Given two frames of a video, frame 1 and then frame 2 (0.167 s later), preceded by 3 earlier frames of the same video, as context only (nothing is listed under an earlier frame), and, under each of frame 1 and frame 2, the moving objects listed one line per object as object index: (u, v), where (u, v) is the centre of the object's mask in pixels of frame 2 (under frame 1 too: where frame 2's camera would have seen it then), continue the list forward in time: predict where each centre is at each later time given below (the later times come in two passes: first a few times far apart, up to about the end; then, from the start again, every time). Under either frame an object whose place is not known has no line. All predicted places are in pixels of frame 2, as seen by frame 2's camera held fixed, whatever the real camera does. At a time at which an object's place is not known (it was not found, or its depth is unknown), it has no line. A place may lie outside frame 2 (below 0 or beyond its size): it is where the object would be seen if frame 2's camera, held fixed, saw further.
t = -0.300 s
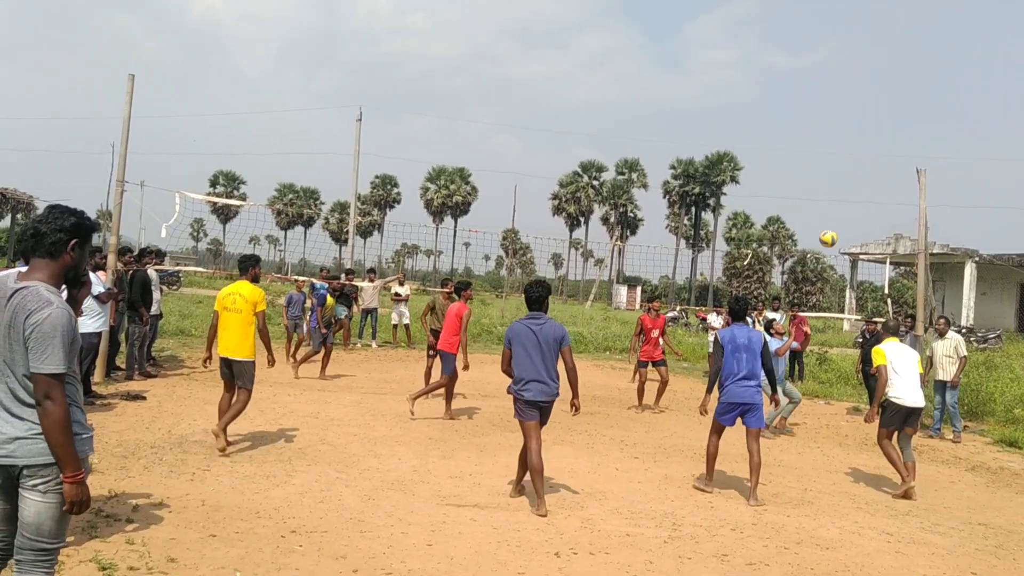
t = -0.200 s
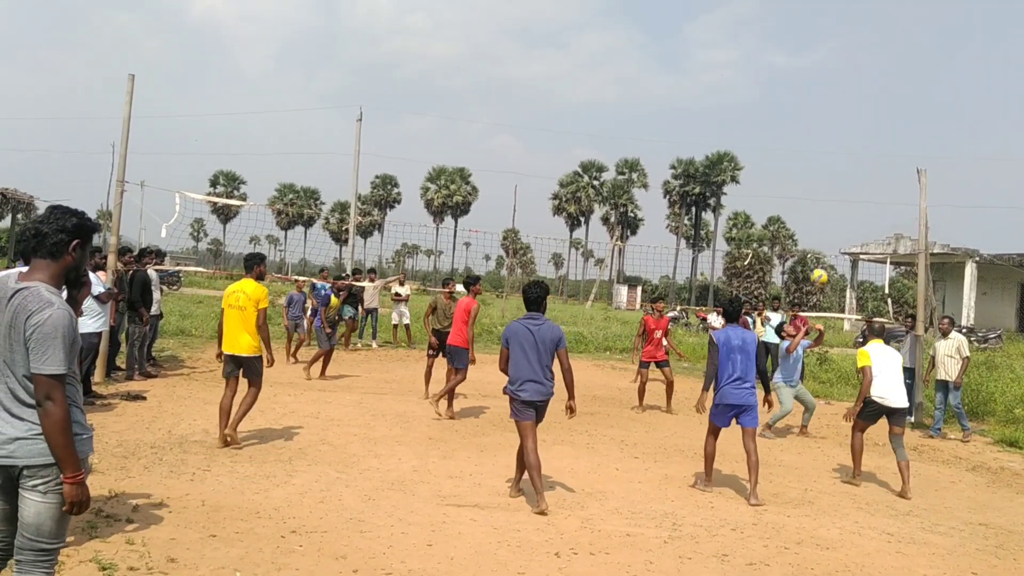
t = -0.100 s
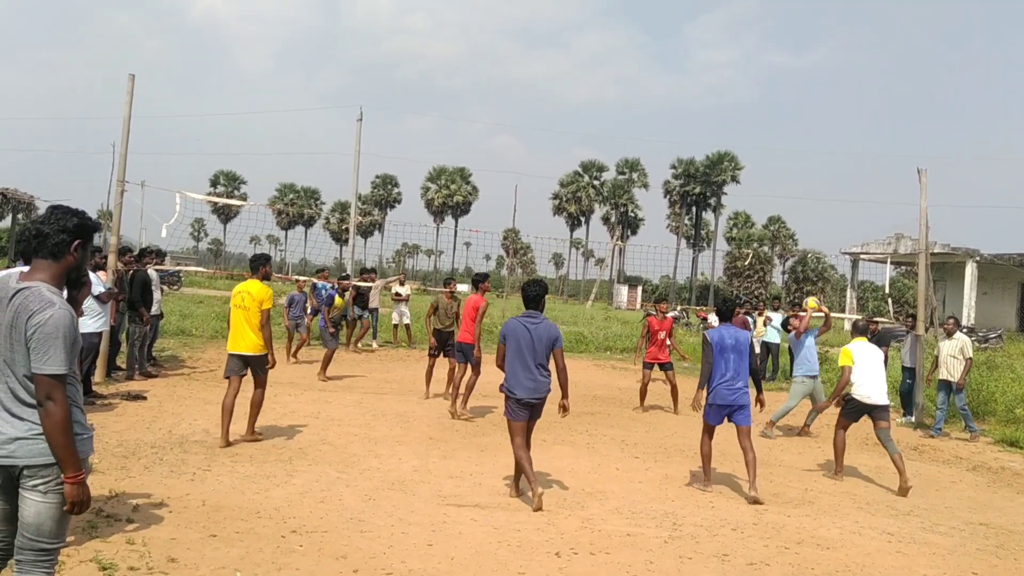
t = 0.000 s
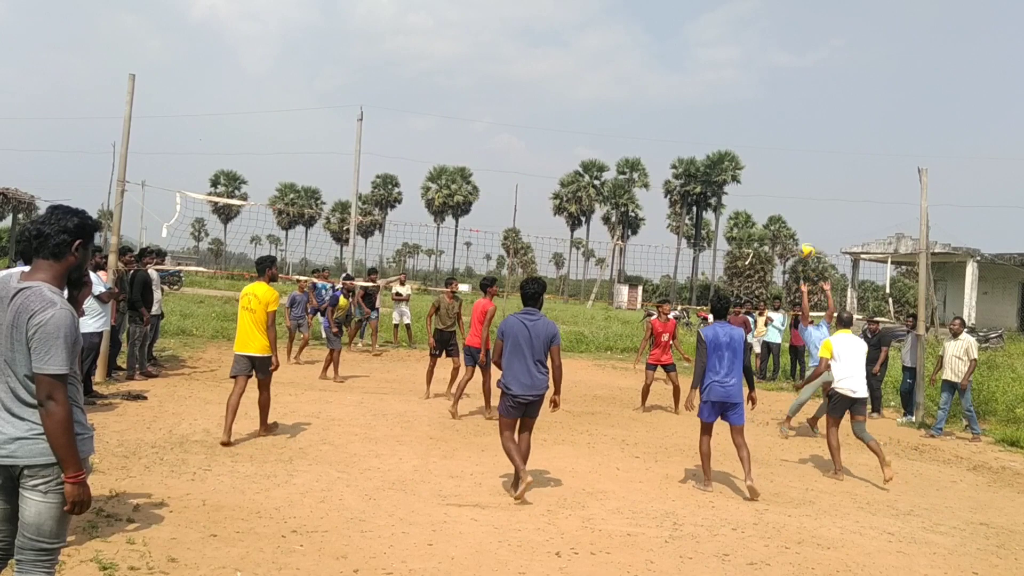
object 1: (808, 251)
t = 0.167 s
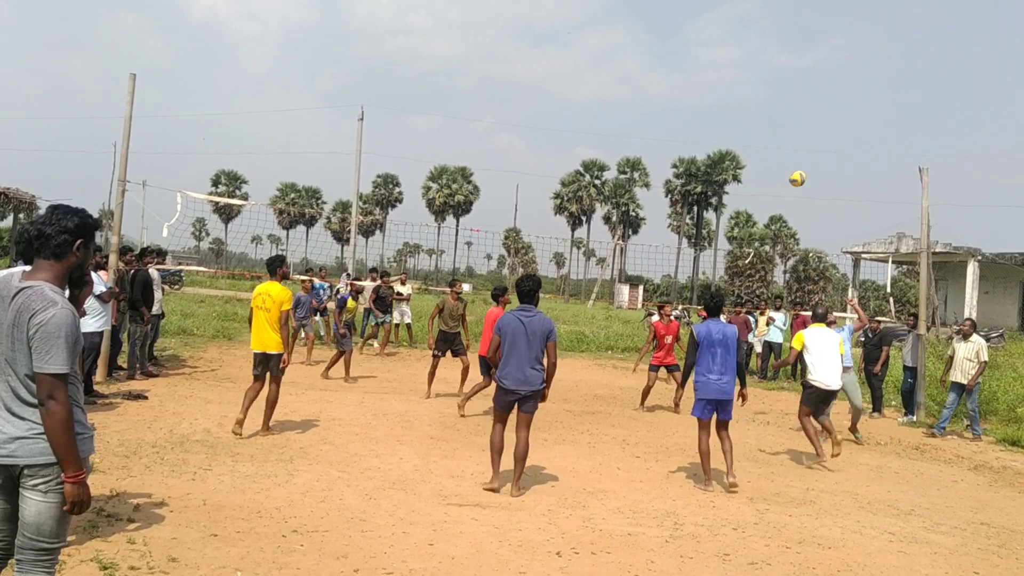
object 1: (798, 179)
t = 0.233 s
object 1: (793, 156)
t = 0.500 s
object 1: (771, 100)
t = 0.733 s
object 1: (748, 94)
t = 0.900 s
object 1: (730, 115)
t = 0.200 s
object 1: (795, 167)
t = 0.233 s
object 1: (793, 156)
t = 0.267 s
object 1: (790, 146)
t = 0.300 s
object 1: (788, 137)
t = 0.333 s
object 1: (785, 128)
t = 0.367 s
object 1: (782, 121)
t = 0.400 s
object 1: (780, 114)
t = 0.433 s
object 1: (777, 109)
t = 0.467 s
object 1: (774, 104)
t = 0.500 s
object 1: (771, 100)
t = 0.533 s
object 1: (768, 96)
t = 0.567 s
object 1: (765, 94)
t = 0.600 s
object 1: (762, 92)
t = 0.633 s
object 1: (758, 91)
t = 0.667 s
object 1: (755, 91)
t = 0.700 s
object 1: (752, 92)
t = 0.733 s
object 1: (748, 94)
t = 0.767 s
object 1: (745, 97)
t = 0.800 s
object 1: (741, 100)
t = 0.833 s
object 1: (738, 104)
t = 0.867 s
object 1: (734, 109)
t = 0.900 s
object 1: (730, 115)
